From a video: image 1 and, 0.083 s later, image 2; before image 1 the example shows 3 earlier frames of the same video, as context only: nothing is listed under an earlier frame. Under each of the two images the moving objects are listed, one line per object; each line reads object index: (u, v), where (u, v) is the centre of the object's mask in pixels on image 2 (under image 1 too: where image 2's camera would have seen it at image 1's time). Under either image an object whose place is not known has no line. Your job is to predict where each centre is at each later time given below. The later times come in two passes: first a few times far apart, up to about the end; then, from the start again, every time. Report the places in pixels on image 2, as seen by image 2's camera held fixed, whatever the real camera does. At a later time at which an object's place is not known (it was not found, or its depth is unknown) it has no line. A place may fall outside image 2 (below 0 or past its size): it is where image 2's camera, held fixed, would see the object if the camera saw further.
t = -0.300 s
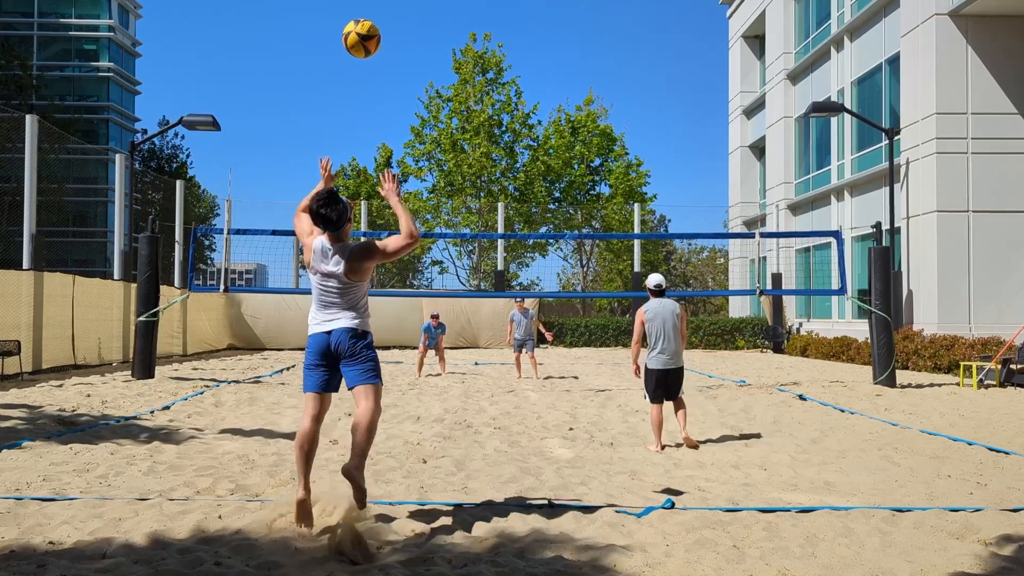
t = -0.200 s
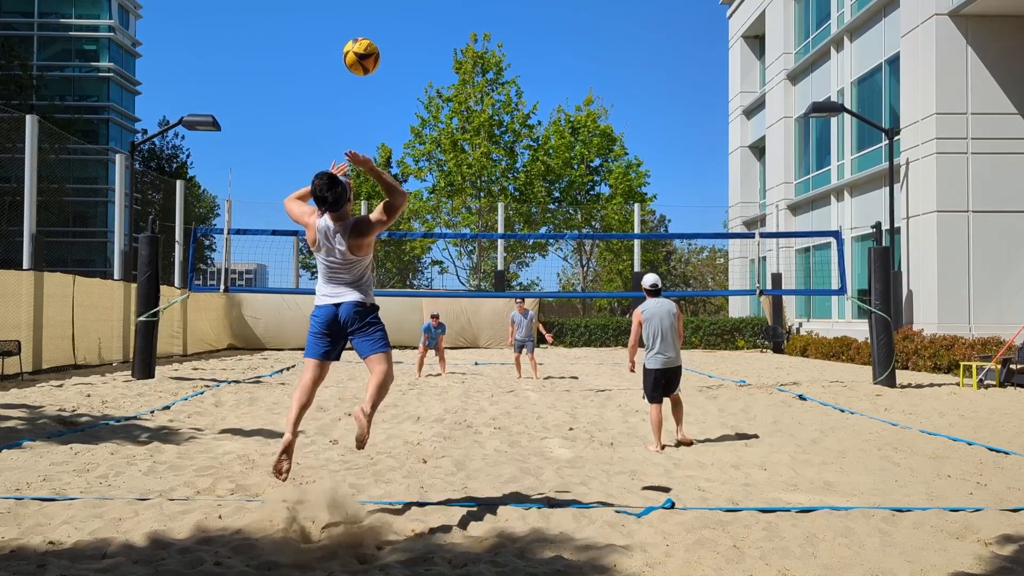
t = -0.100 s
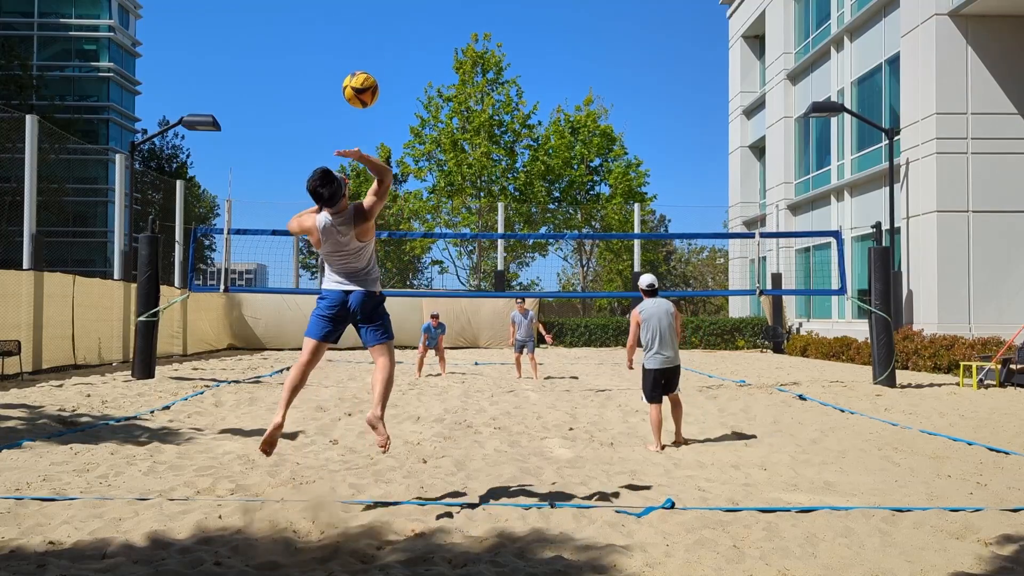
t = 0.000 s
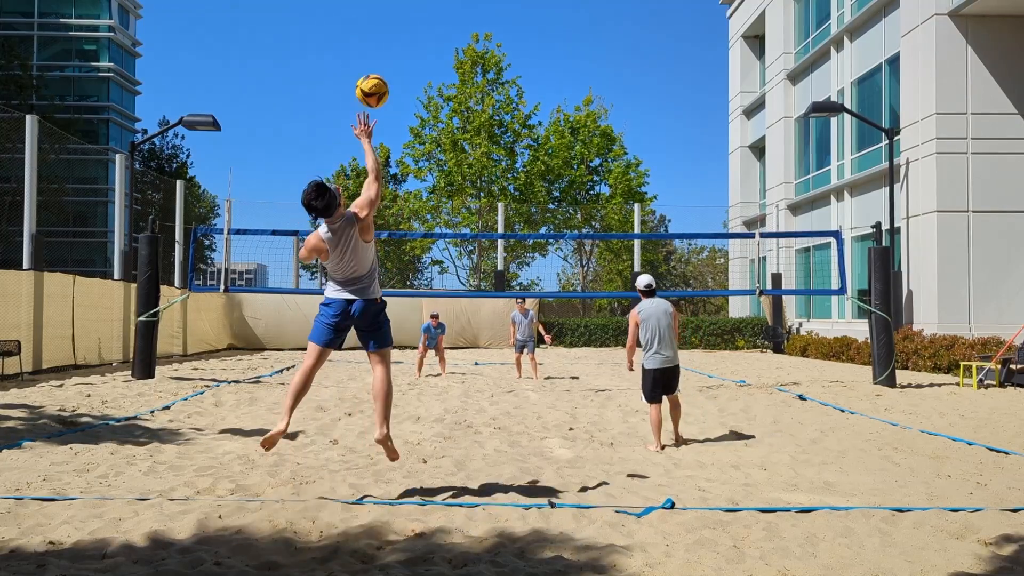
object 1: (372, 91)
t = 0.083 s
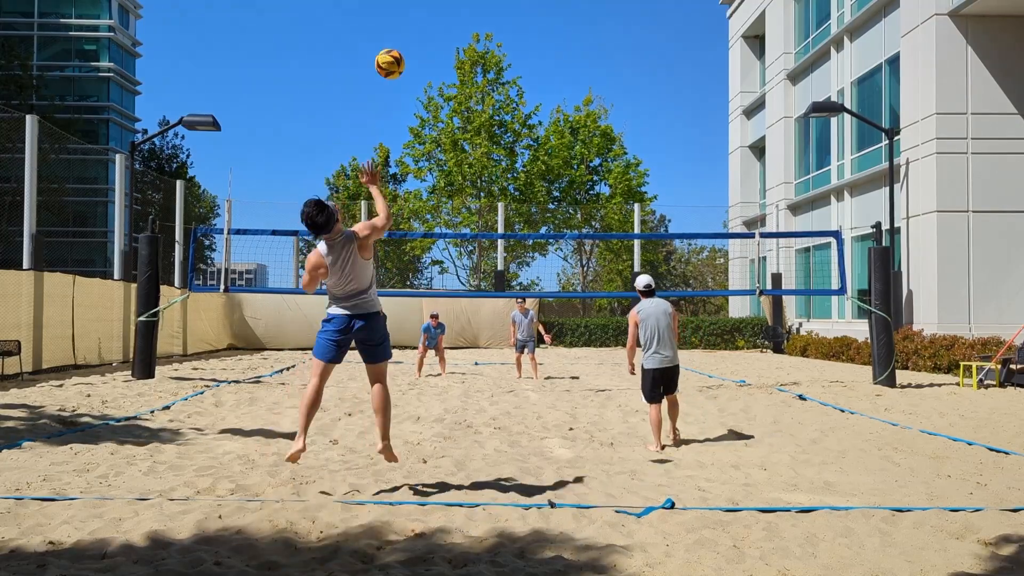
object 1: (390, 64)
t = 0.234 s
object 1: (413, 46)
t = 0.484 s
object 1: (440, 72)
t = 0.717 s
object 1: (456, 133)
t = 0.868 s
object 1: (462, 181)
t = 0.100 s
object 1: (393, 60)
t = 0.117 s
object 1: (396, 57)
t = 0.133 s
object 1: (398, 54)
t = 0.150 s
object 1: (401, 52)
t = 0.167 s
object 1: (404, 50)
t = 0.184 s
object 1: (406, 48)
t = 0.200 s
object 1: (408, 47)
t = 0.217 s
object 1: (411, 46)
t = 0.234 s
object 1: (413, 46)
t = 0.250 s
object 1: (415, 46)
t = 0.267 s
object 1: (417, 46)
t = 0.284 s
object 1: (419, 47)
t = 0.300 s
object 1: (422, 47)
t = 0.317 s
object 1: (423, 48)
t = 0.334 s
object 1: (425, 49)
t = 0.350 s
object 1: (427, 51)
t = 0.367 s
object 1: (429, 53)
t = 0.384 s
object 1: (431, 55)
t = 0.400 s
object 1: (433, 57)
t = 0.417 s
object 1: (434, 60)
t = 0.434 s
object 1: (436, 63)
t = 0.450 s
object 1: (437, 65)
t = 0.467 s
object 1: (439, 68)
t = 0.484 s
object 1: (440, 72)
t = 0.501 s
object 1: (441, 75)
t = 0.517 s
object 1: (443, 79)
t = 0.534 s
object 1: (444, 83)
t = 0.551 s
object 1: (445, 87)
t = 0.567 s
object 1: (447, 91)
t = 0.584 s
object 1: (448, 95)
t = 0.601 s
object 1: (449, 99)
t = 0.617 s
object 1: (450, 103)
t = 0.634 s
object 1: (452, 109)
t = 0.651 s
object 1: (452, 112)
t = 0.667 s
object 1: (453, 118)
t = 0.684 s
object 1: (455, 123)
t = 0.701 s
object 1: (455, 128)
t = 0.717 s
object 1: (456, 133)
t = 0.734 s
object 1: (457, 138)
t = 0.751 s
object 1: (458, 143)
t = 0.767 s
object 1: (458, 148)
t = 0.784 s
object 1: (459, 153)
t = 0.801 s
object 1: (460, 158)
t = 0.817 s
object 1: (460, 164)
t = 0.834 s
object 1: (461, 169)
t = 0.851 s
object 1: (461, 175)
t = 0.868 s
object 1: (462, 181)
